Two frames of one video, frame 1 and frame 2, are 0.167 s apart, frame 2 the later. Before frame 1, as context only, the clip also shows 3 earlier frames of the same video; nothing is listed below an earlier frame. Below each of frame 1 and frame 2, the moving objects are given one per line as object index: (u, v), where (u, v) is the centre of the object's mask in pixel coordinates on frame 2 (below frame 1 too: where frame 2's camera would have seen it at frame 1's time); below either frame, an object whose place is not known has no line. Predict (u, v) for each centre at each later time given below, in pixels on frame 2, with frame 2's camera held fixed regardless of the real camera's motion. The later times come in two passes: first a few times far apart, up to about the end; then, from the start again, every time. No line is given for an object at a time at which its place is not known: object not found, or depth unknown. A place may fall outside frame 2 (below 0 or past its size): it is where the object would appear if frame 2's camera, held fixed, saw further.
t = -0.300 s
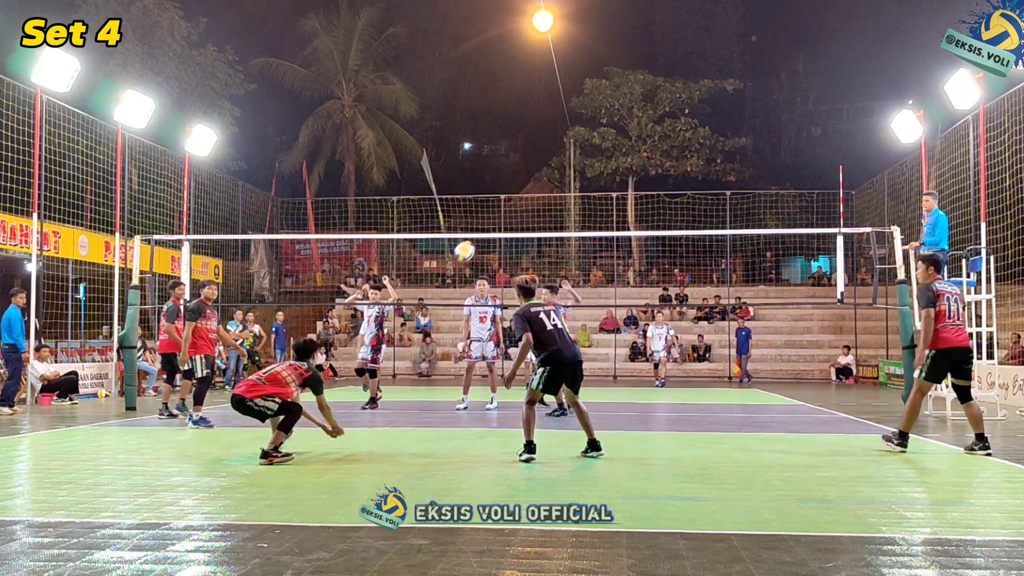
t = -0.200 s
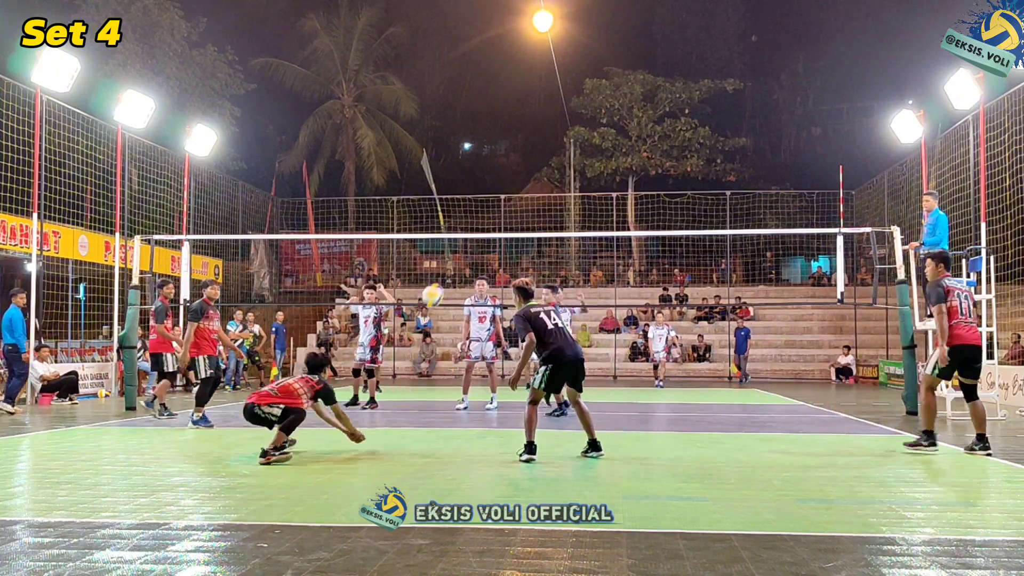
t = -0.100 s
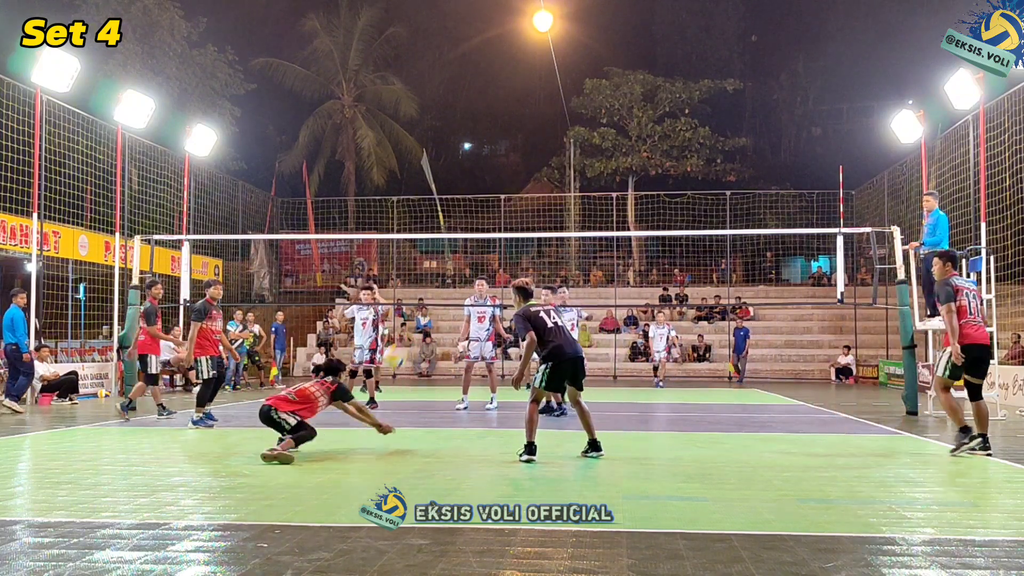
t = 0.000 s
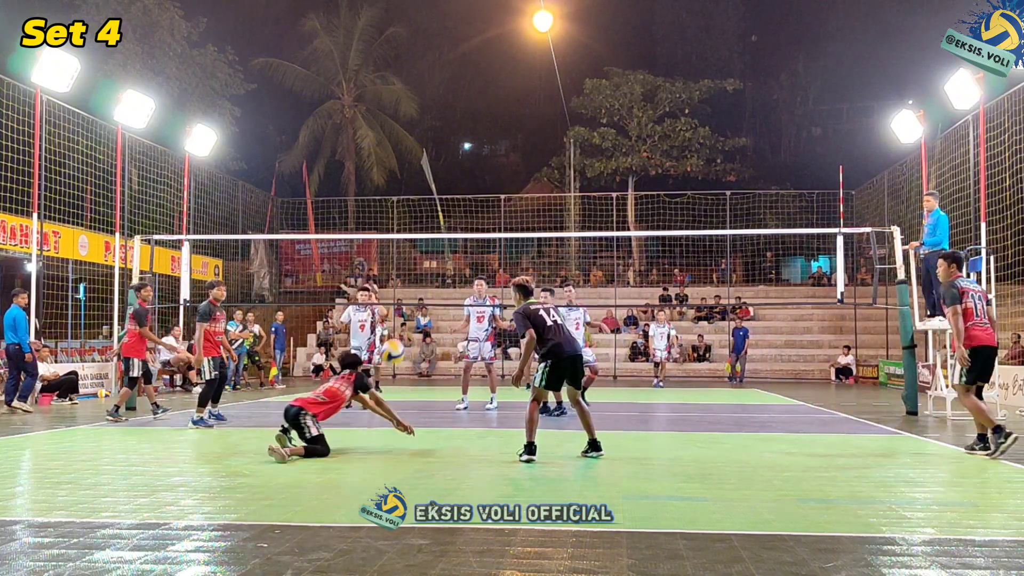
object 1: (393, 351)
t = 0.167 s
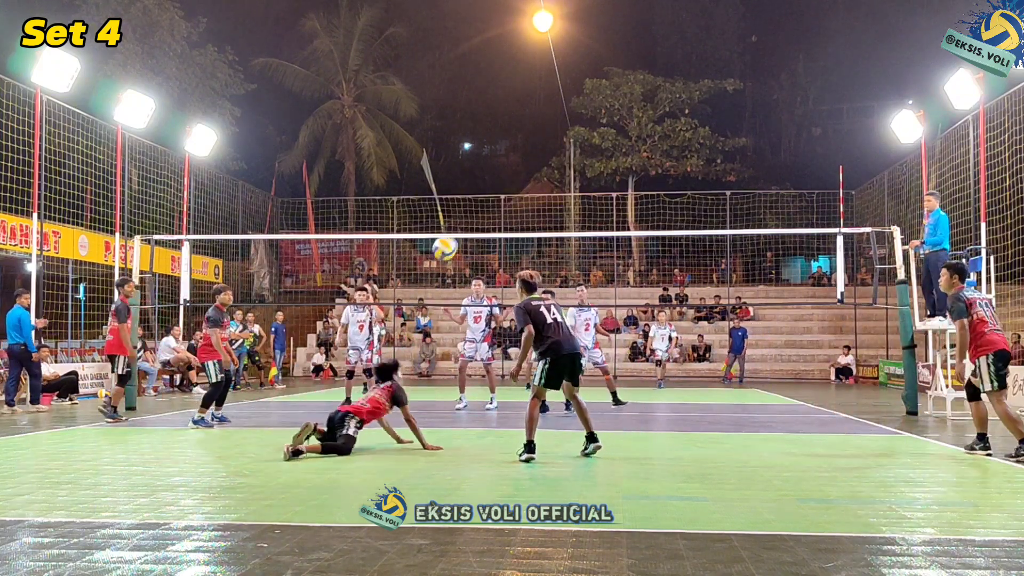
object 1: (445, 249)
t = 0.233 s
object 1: (464, 215)
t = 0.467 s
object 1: (528, 142)
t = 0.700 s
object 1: (587, 124)
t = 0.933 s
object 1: (643, 158)
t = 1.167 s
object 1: (696, 239)
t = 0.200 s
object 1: (454, 231)
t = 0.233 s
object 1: (464, 215)
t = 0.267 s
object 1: (474, 201)
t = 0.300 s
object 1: (483, 188)
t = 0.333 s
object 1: (492, 176)
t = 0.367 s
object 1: (501, 166)
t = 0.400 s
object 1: (510, 157)
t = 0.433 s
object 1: (519, 149)
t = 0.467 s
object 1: (528, 142)
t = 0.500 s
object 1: (537, 135)
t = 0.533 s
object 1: (545, 131)
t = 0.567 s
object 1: (554, 128)
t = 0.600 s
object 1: (562, 125)
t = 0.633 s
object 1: (571, 124)
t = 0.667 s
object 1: (579, 123)
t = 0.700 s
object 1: (587, 124)
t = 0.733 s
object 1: (595, 126)
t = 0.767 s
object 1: (603, 129)
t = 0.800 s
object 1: (611, 132)
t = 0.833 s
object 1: (620, 137)
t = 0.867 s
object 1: (627, 143)
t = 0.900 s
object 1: (635, 150)
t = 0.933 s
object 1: (643, 158)
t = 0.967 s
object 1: (651, 167)
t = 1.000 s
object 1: (658, 177)
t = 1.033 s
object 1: (666, 187)
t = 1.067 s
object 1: (674, 199)
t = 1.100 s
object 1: (681, 211)
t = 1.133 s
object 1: (688, 225)
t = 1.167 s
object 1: (696, 239)
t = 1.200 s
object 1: (703, 255)
